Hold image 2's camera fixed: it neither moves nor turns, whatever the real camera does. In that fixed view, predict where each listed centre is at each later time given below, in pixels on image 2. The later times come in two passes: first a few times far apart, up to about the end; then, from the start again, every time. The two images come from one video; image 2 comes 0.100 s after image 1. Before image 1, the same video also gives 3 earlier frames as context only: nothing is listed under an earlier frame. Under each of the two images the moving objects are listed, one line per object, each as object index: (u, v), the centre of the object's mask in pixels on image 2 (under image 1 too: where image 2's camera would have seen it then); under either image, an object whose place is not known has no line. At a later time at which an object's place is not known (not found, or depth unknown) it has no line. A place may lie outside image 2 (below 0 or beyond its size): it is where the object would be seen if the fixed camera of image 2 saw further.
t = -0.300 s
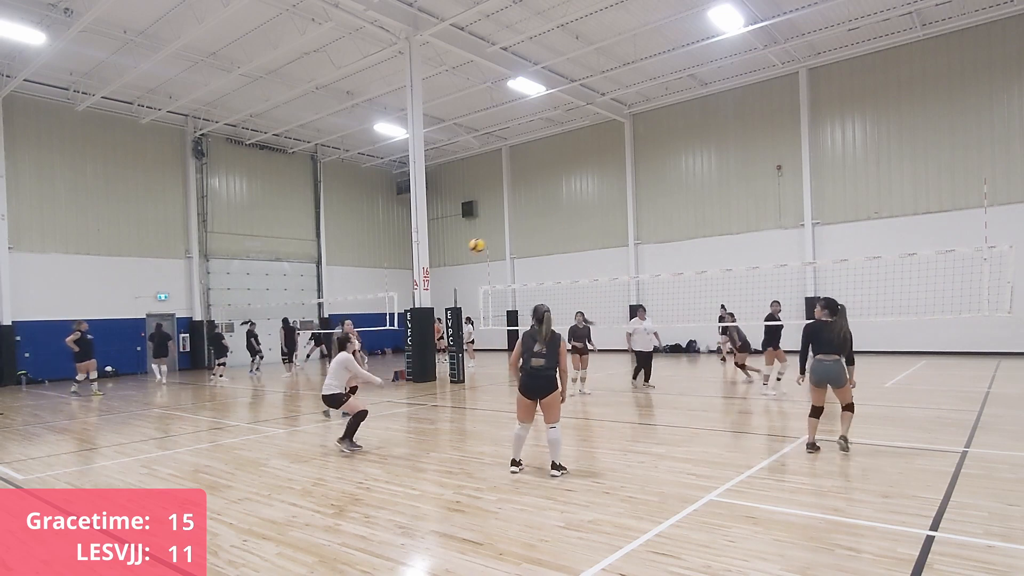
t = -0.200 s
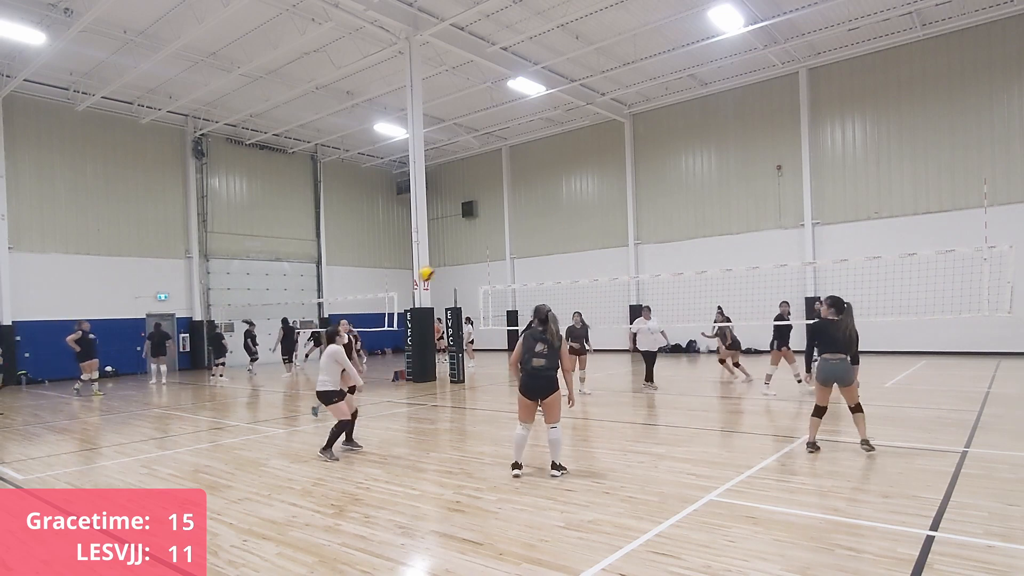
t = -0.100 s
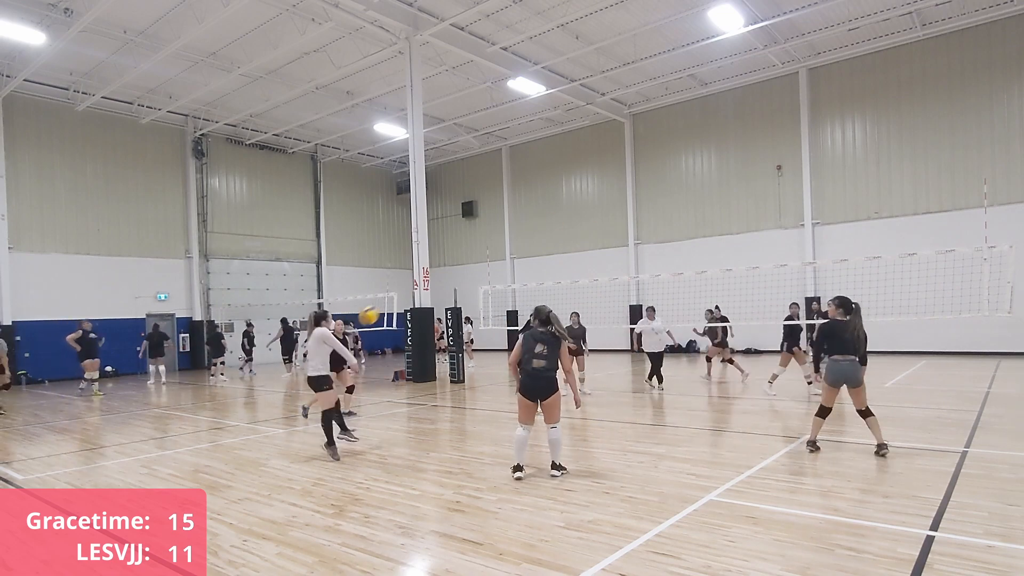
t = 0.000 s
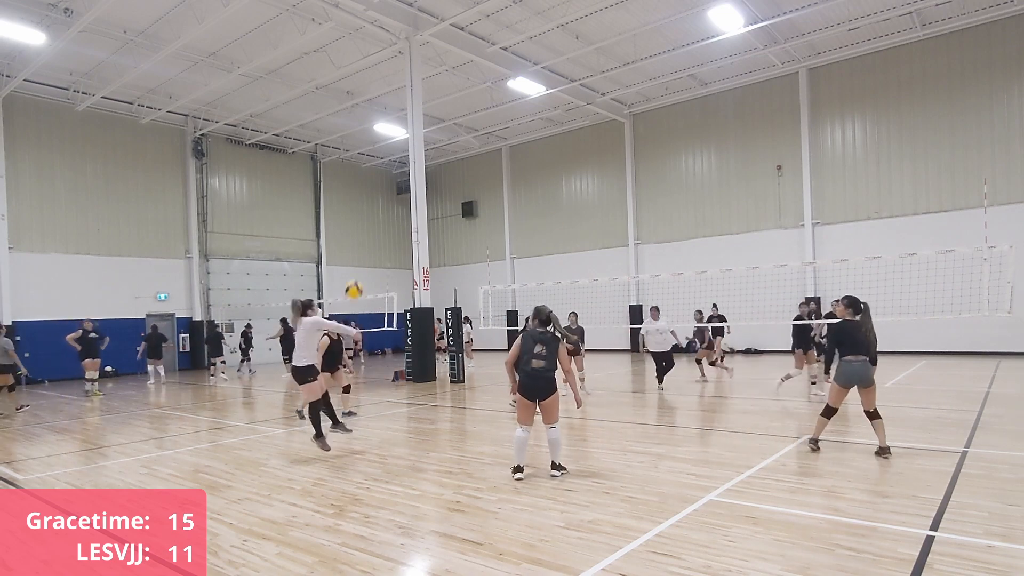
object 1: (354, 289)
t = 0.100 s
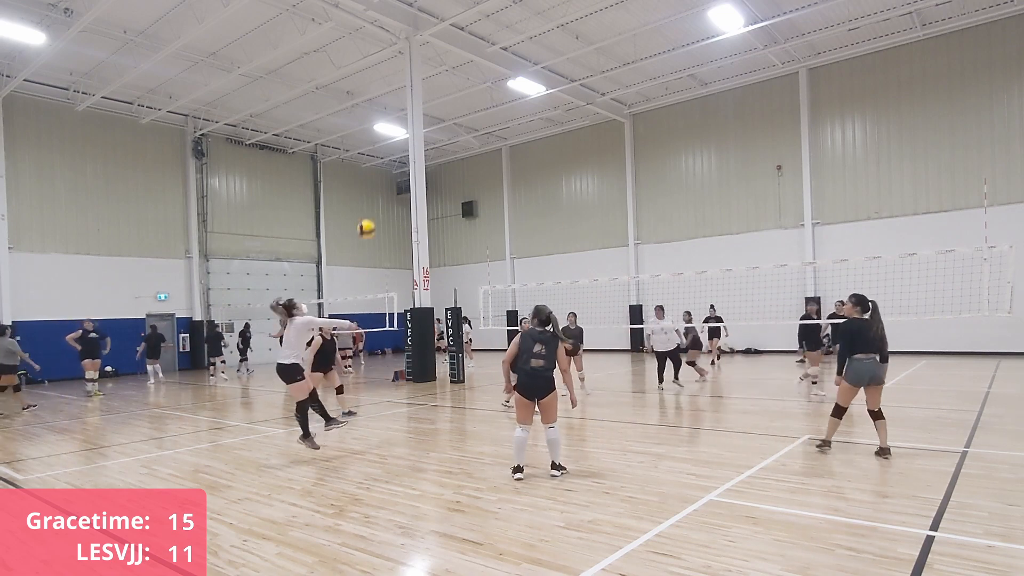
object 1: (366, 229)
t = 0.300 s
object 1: (389, 141)
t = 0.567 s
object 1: (418, 75)
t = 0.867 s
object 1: (450, 73)
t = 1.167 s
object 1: (482, 135)
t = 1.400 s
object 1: (506, 222)
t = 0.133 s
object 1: (371, 212)
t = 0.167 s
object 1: (374, 194)
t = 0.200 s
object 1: (378, 179)
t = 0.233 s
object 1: (382, 165)
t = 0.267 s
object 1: (385, 152)
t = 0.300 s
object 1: (389, 141)
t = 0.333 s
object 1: (394, 127)
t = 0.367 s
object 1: (398, 116)
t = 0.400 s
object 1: (401, 108)
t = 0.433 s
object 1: (404, 100)
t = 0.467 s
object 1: (408, 93)
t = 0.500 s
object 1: (411, 86)
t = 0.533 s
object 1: (415, 80)
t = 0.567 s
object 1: (418, 75)
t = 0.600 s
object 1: (422, 72)
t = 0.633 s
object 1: (425, 69)
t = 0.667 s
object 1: (429, 67)
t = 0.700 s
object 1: (432, 66)
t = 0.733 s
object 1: (436, 66)
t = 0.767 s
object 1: (440, 66)
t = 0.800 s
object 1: (443, 68)
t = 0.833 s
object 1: (447, 70)
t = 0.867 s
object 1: (450, 73)
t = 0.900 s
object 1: (453, 77)
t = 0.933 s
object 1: (457, 81)
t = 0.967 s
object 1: (461, 86)
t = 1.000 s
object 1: (465, 92)
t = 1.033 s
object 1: (468, 99)
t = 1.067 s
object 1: (471, 107)
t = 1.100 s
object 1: (475, 116)
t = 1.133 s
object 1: (478, 125)
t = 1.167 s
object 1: (482, 135)
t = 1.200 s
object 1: (486, 145)
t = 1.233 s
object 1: (489, 157)
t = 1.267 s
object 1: (492, 169)
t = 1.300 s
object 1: (496, 181)
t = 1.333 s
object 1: (499, 194)
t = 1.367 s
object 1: (503, 208)
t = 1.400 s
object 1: (506, 222)
